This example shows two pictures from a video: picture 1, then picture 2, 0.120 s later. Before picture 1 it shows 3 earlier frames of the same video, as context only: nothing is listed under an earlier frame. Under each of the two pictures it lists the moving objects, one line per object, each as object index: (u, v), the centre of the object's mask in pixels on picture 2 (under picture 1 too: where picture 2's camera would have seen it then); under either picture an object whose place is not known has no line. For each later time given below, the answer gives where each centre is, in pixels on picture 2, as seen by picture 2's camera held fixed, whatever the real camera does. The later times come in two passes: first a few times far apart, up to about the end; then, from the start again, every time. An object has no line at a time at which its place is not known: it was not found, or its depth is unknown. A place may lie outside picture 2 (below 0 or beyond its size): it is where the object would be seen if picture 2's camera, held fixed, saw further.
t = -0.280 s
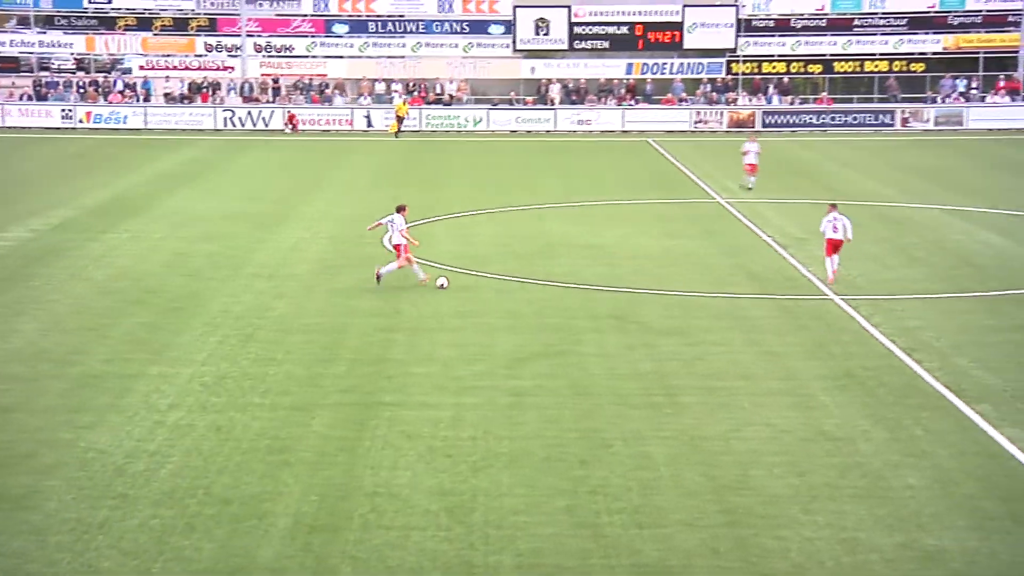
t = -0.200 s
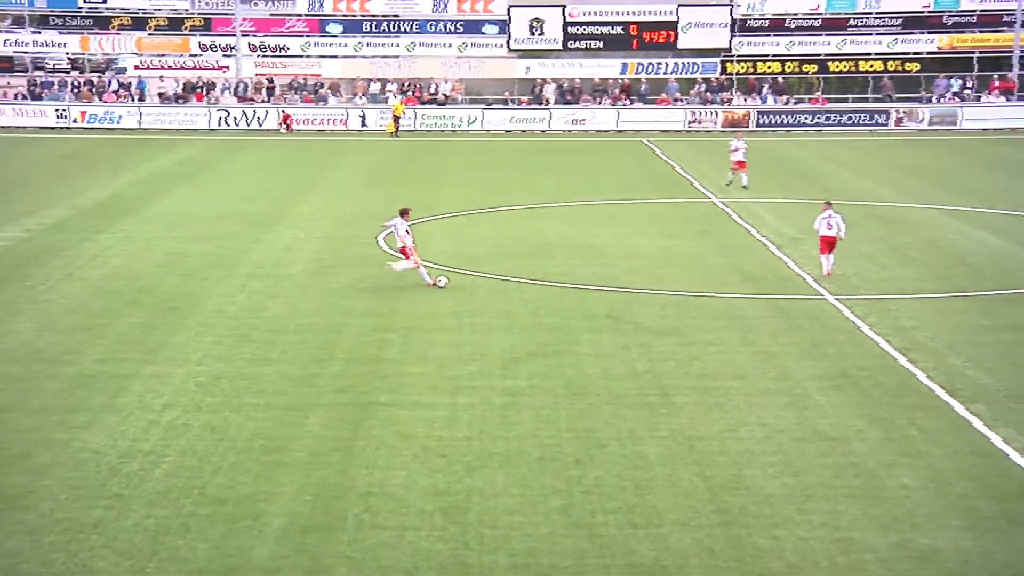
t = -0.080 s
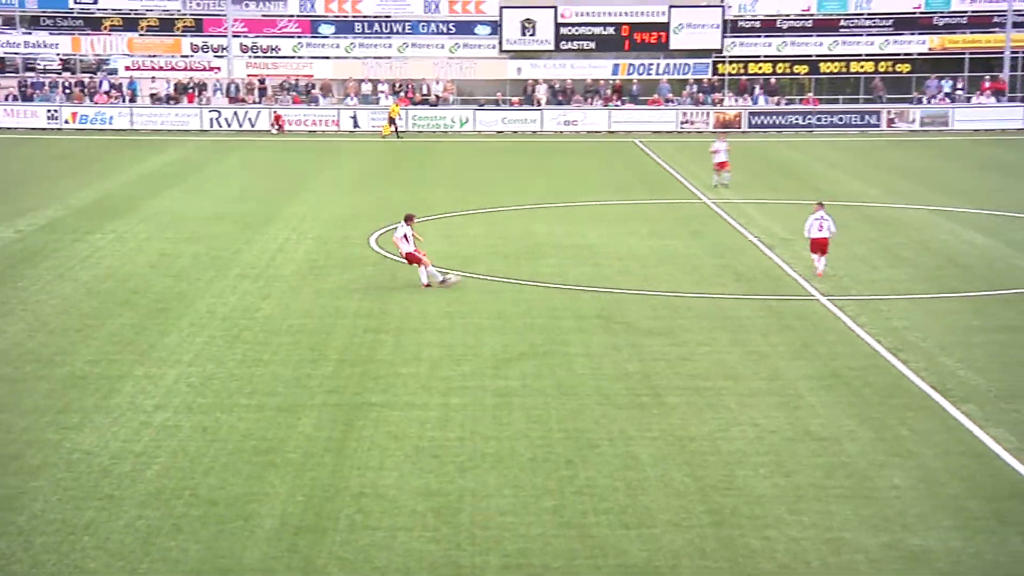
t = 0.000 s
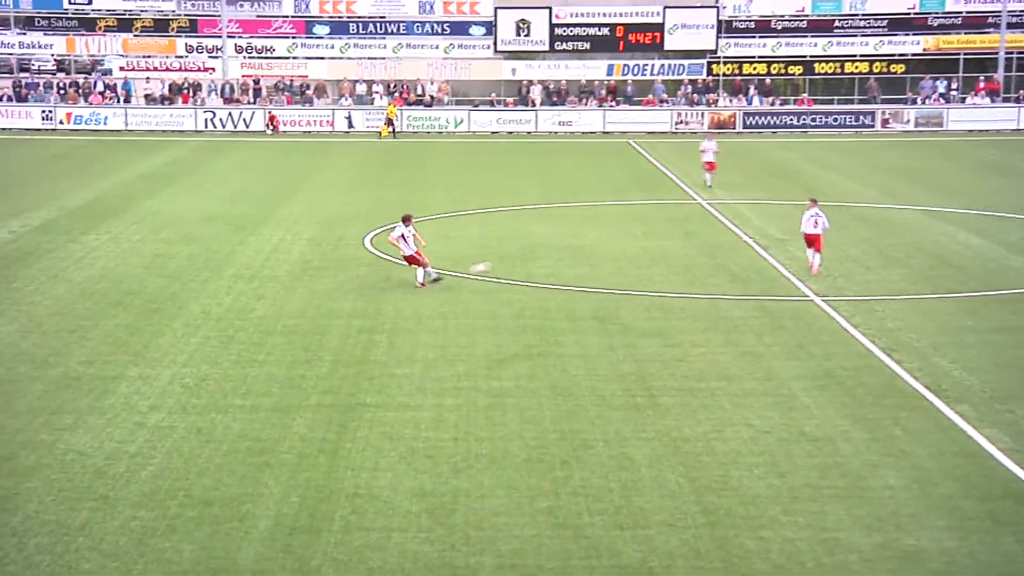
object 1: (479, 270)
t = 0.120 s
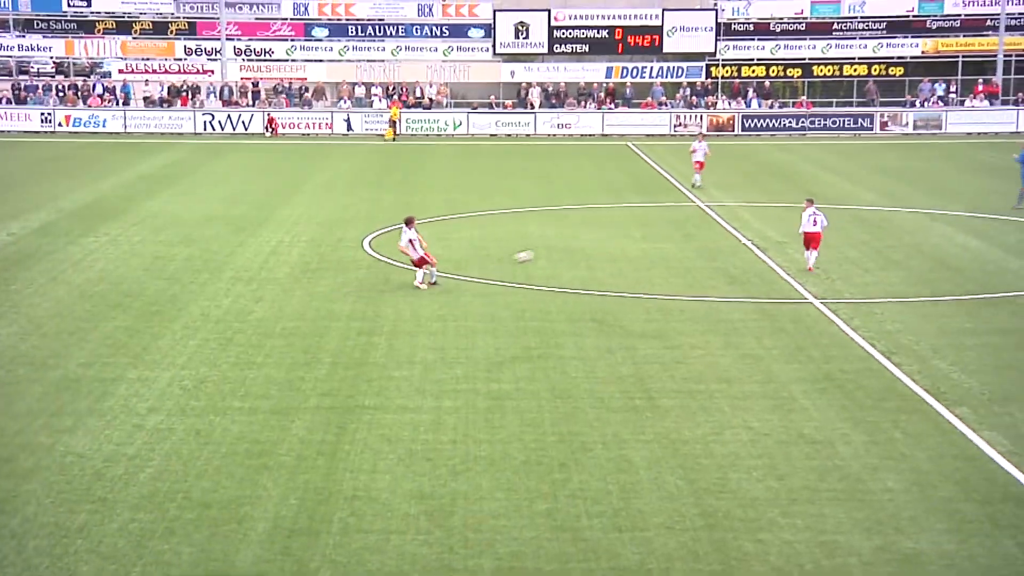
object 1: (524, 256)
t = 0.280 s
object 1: (570, 241)
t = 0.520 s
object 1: (622, 222)
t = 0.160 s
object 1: (536, 252)
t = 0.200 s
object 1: (548, 248)
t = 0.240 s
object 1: (559, 245)
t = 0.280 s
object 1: (570, 241)
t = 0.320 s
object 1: (580, 237)
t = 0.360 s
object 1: (589, 234)
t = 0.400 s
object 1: (598, 231)
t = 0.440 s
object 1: (606, 228)
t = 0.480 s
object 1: (615, 224)
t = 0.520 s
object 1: (622, 222)
